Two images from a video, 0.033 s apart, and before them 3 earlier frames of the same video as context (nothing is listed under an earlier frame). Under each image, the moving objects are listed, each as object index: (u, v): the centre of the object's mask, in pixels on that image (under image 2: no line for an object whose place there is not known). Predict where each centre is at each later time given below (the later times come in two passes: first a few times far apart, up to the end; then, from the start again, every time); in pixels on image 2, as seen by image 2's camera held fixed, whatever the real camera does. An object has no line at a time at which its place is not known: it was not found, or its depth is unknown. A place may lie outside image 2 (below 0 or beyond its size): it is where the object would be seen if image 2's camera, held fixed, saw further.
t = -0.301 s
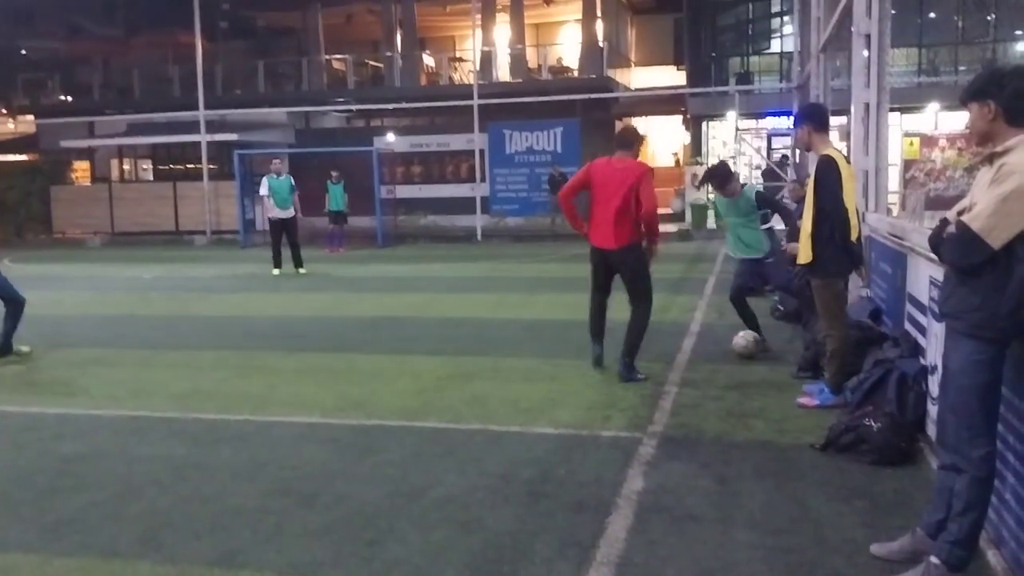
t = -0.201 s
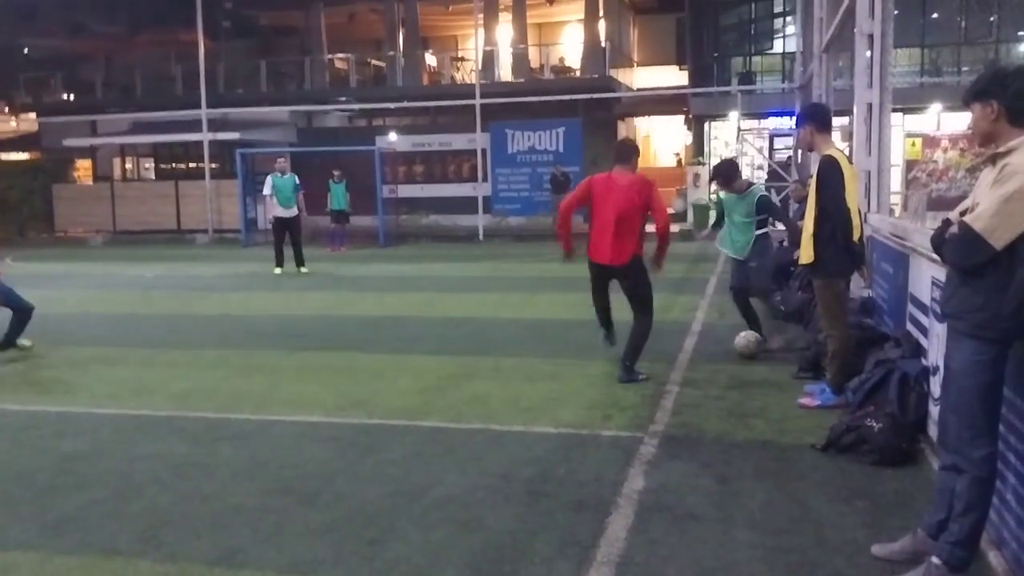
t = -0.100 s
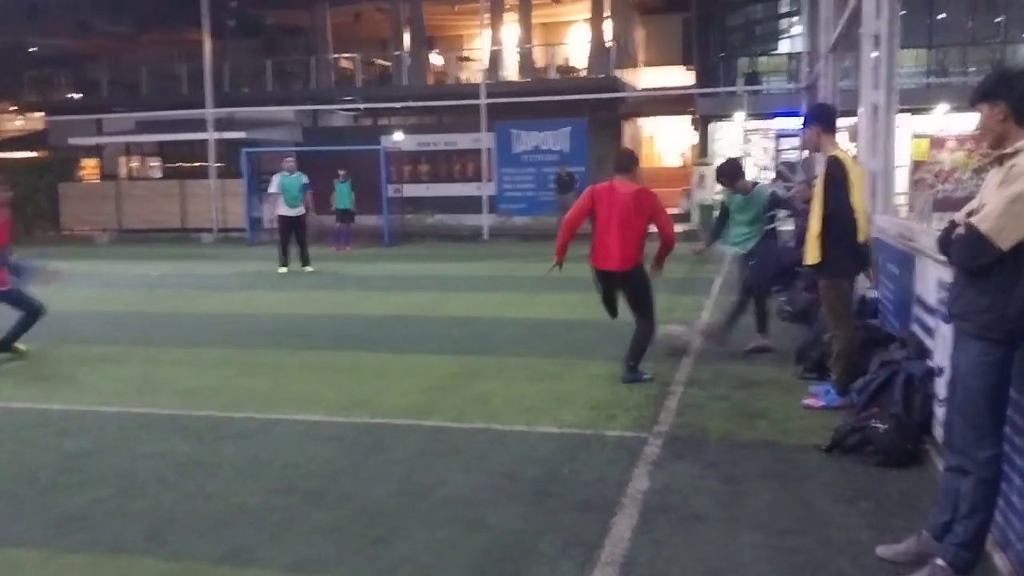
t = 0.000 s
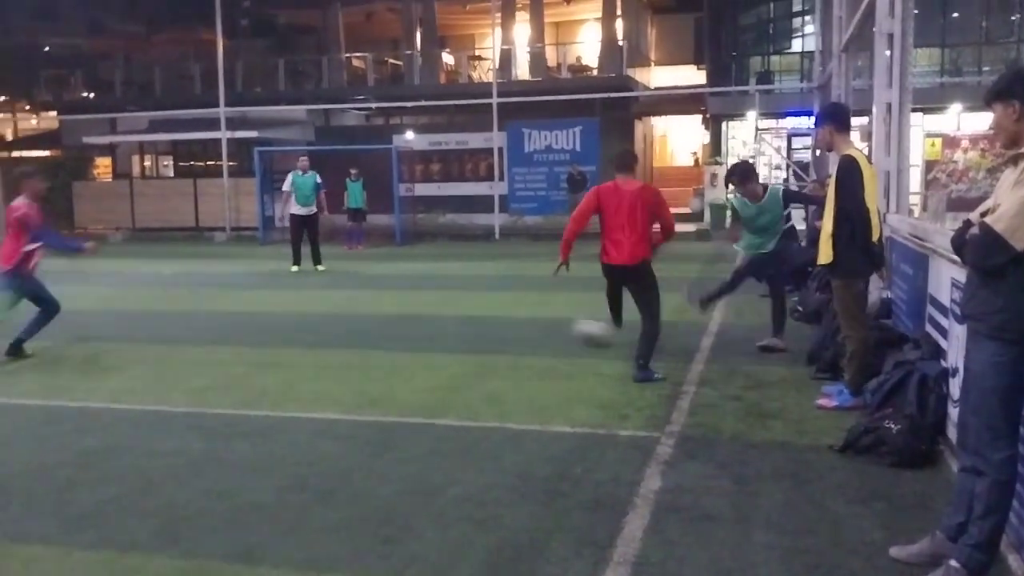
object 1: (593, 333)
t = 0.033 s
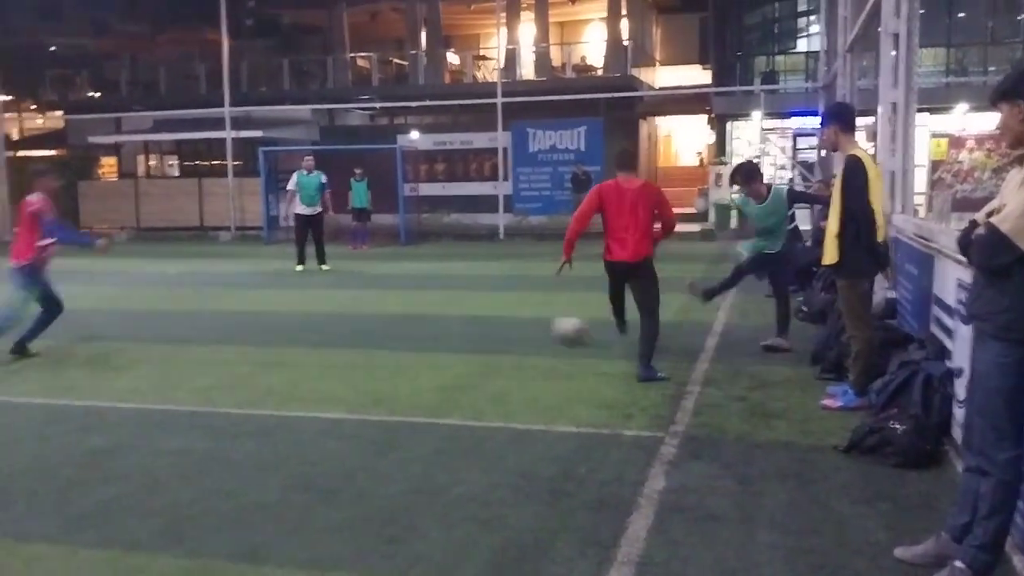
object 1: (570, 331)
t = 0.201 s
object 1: (456, 325)
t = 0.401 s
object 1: (356, 315)
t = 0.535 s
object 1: (299, 314)
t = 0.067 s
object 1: (543, 329)
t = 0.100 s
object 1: (520, 328)
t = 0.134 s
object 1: (498, 326)
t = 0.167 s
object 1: (476, 326)
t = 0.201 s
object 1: (456, 325)
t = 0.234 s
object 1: (437, 323)
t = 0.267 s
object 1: (419, 319)
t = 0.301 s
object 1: (402, 318)
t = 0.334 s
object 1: (386, 319)
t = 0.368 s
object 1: (370, 318)
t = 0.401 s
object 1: (356, 315)
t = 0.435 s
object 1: (340, 313)
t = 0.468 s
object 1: (326, 314)
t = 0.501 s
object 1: (312, 315)
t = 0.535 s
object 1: (299, 314)
